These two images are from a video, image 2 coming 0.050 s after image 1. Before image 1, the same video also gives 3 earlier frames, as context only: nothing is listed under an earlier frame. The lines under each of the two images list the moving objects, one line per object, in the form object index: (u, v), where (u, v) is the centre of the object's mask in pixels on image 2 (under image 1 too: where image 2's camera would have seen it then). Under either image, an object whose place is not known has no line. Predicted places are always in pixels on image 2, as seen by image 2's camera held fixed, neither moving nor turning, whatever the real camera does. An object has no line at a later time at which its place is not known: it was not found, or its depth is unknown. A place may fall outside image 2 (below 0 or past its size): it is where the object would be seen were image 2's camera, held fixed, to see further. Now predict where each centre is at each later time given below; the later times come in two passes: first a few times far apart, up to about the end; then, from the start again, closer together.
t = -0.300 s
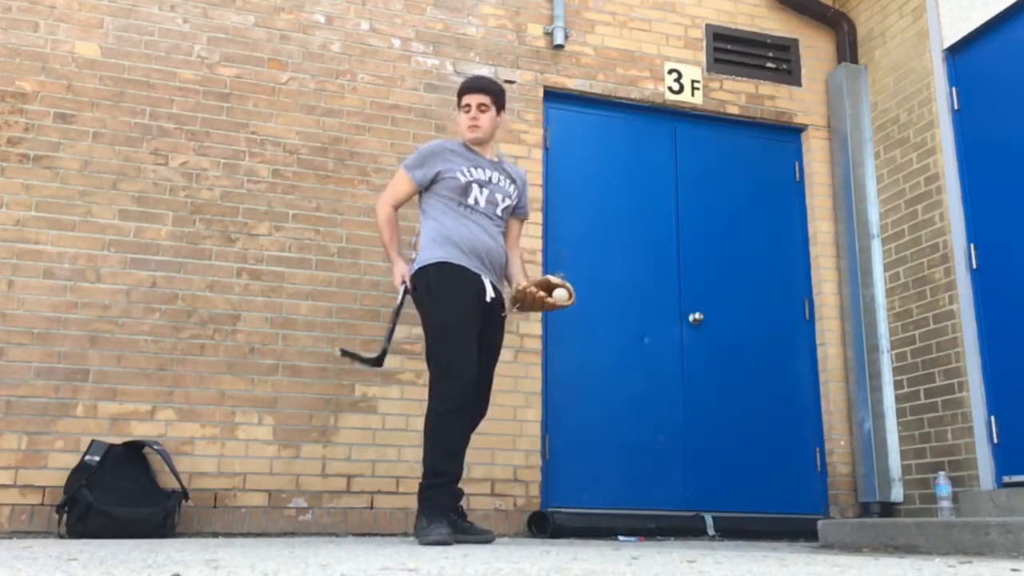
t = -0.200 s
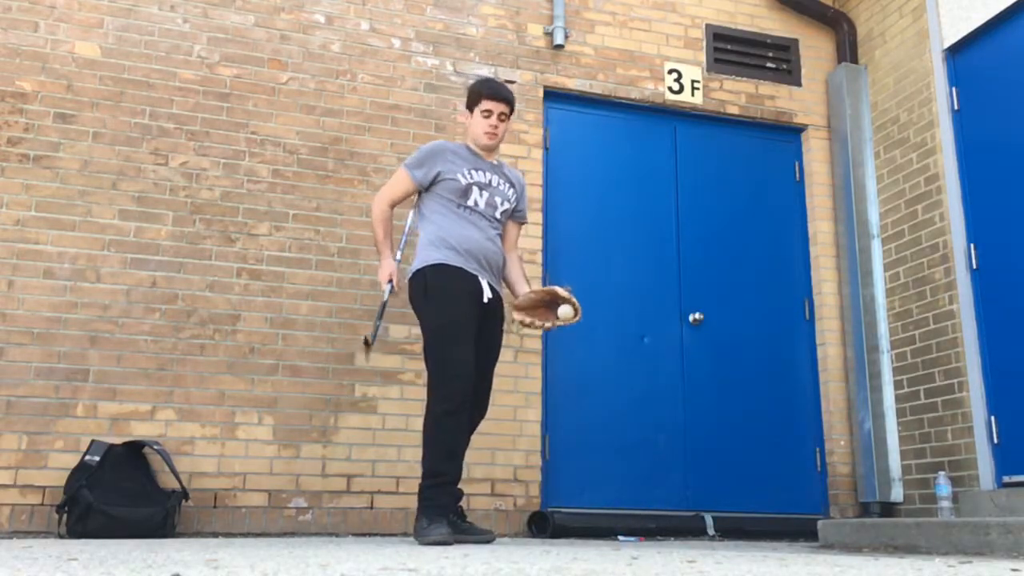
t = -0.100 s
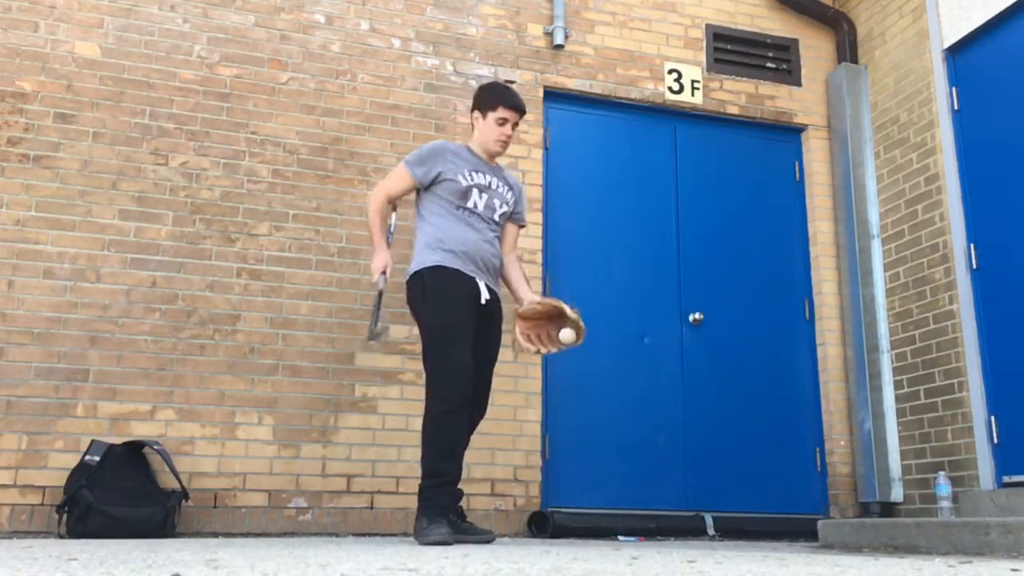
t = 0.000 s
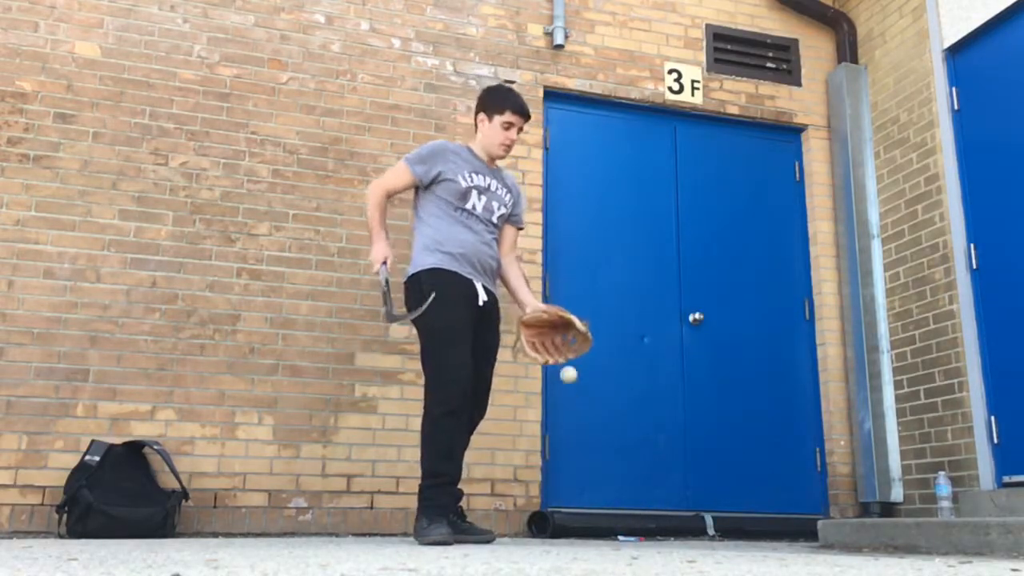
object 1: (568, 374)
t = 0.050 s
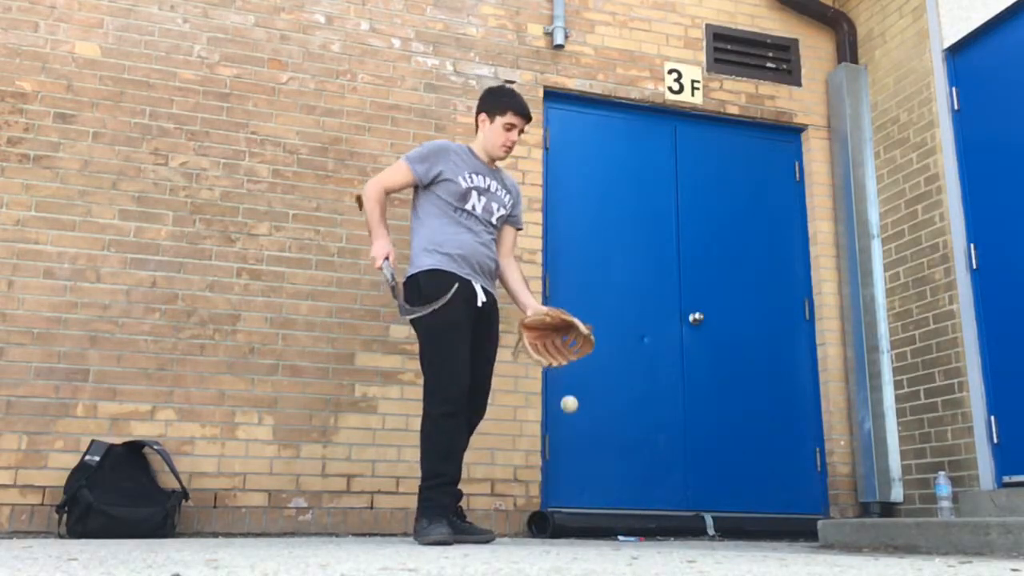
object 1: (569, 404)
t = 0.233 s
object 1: (571, 518)
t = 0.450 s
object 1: (573, 454)
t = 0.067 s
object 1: (569, 415)
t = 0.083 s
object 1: (569, 427)
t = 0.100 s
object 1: (569, 440)
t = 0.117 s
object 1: (570, 454)
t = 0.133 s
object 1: (570, 469)
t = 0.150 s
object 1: (570, 484)
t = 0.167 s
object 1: (570, 500)
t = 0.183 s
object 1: (570, 520)
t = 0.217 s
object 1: (571, 529)
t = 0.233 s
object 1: (571, 518)
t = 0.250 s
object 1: (571, 508)
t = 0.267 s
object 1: (571, 499)
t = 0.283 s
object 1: (572, 490)
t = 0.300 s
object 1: (572, 483)
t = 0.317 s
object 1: (572, 477)
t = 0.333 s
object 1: (572, 471)
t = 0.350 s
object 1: (572, 466)
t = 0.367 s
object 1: (572, 462)
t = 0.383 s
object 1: (573, 459)
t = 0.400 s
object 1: (573, 456)
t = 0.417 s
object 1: (573, 455)
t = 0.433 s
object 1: (573, 454)
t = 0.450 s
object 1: (573, 454)
